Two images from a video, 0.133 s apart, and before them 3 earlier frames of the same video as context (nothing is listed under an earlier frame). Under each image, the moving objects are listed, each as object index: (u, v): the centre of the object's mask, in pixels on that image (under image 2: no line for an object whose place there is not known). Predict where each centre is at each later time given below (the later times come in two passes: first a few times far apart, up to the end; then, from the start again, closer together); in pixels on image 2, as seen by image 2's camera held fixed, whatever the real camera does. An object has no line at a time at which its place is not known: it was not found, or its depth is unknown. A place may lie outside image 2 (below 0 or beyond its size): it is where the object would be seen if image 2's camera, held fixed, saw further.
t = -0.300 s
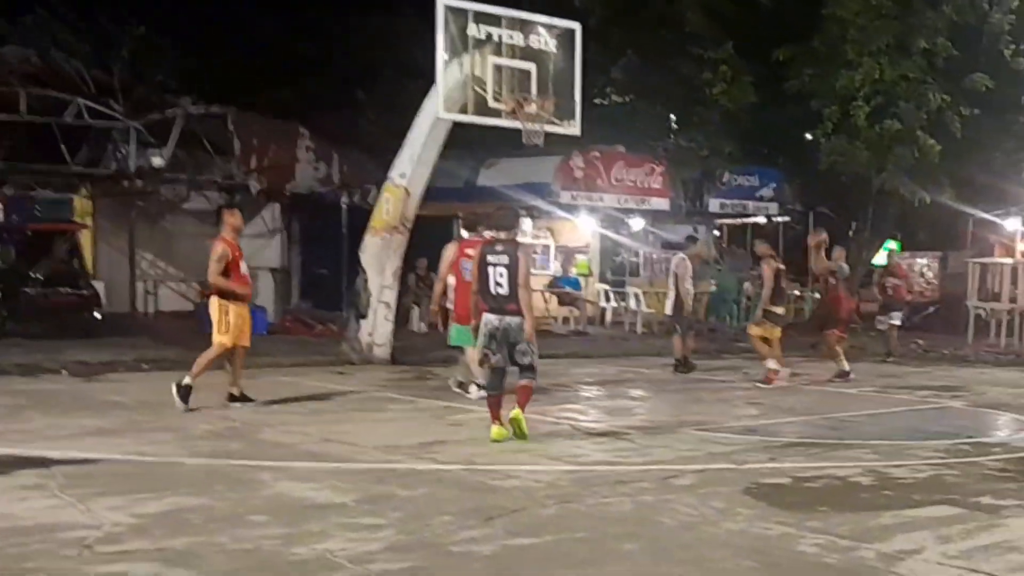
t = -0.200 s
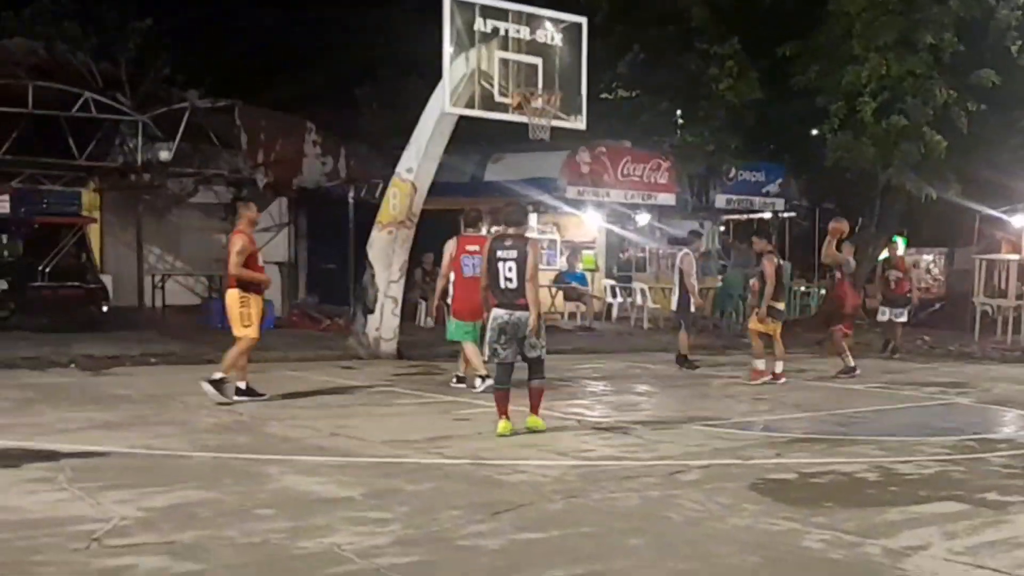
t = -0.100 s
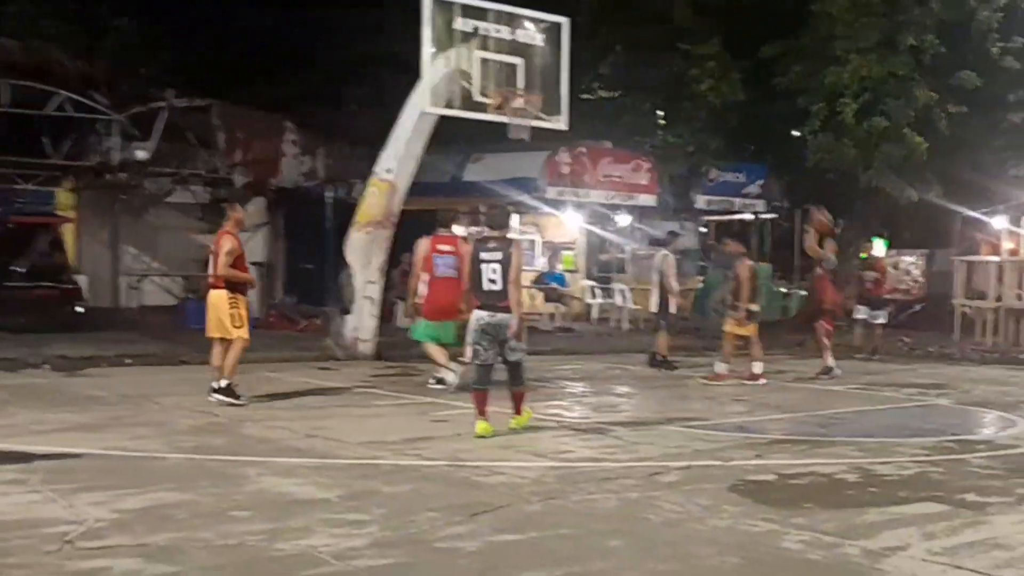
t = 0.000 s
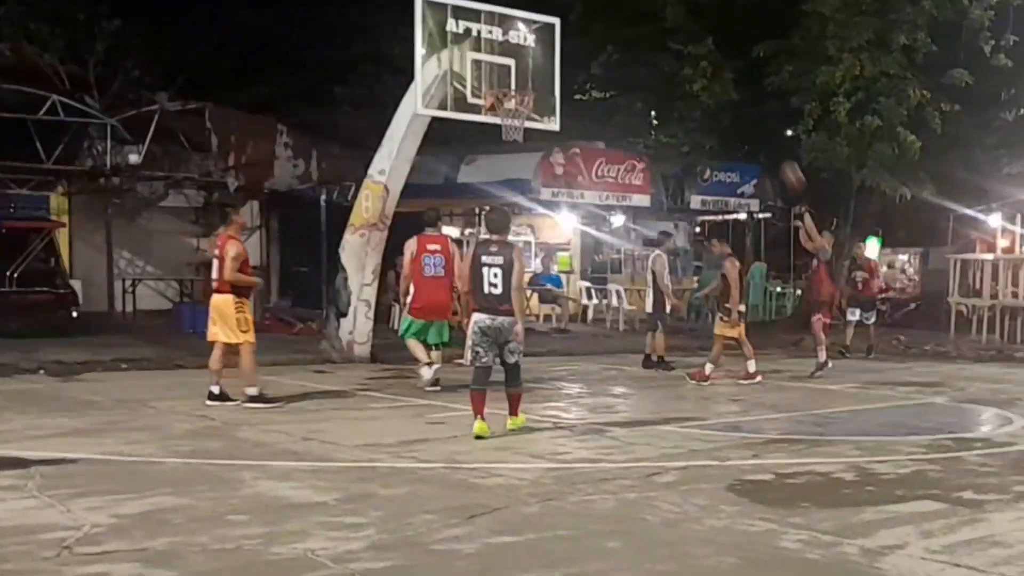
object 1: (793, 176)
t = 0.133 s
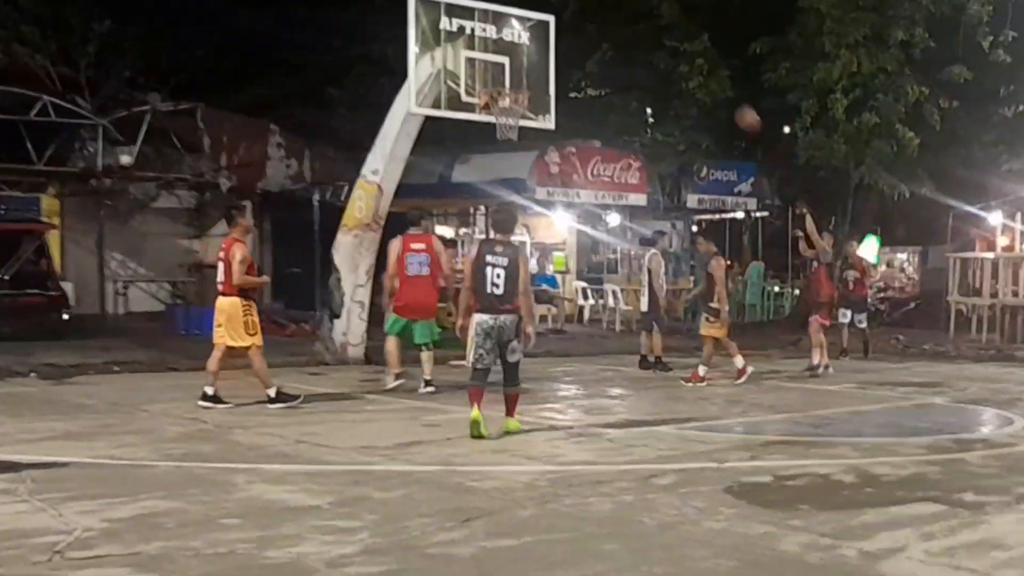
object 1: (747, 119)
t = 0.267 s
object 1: (706, 79)
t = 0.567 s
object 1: (603, 44)
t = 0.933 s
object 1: (489, 74)
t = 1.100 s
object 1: (461, 89)
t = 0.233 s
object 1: (719, 89)
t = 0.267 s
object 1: (706, 79)
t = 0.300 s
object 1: (695, 71)
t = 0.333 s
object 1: (684, 65)
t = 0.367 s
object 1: (673, 59)
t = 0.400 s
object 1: (662, 55)
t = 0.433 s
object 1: (648, 50)
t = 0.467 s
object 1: (637, 46)
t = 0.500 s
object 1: (626, 45)
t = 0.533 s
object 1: (615, 44)
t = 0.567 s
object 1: (603, 44)
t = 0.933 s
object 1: (489, 74)
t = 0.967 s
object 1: (484, 74)
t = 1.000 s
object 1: (479, 77)
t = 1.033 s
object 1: (472, 79)
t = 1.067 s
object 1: (467, 84)
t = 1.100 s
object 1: (461, 89)
